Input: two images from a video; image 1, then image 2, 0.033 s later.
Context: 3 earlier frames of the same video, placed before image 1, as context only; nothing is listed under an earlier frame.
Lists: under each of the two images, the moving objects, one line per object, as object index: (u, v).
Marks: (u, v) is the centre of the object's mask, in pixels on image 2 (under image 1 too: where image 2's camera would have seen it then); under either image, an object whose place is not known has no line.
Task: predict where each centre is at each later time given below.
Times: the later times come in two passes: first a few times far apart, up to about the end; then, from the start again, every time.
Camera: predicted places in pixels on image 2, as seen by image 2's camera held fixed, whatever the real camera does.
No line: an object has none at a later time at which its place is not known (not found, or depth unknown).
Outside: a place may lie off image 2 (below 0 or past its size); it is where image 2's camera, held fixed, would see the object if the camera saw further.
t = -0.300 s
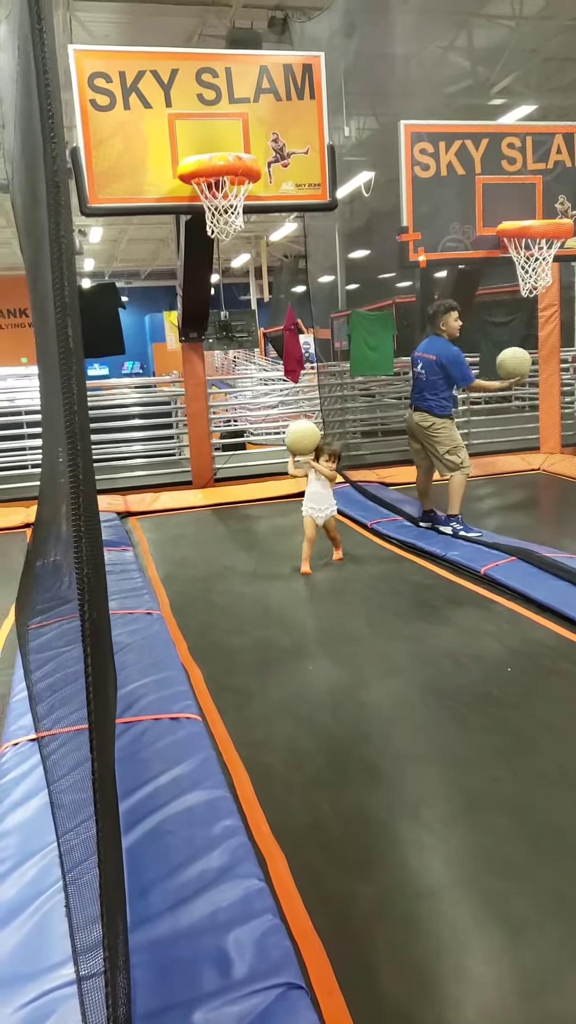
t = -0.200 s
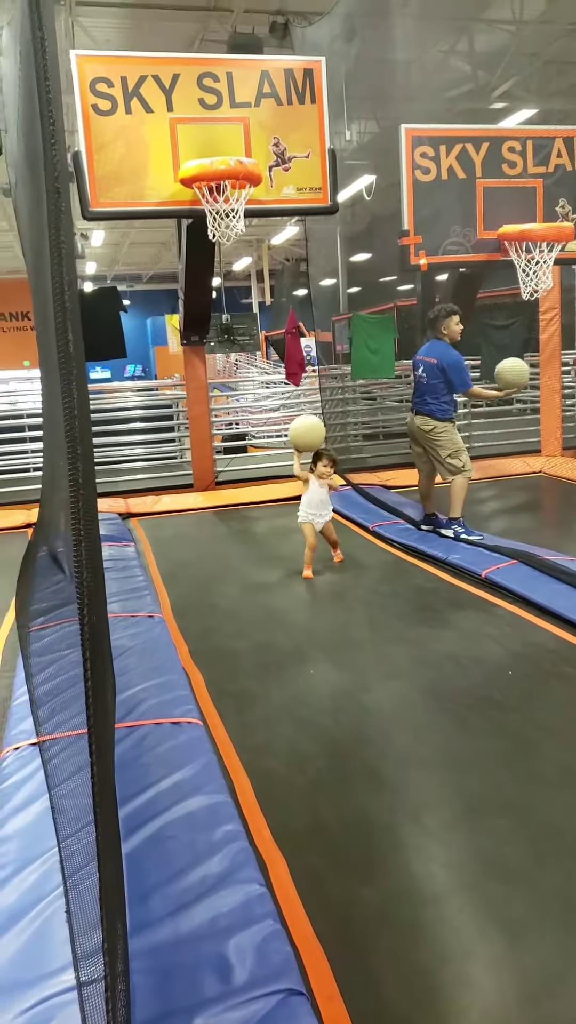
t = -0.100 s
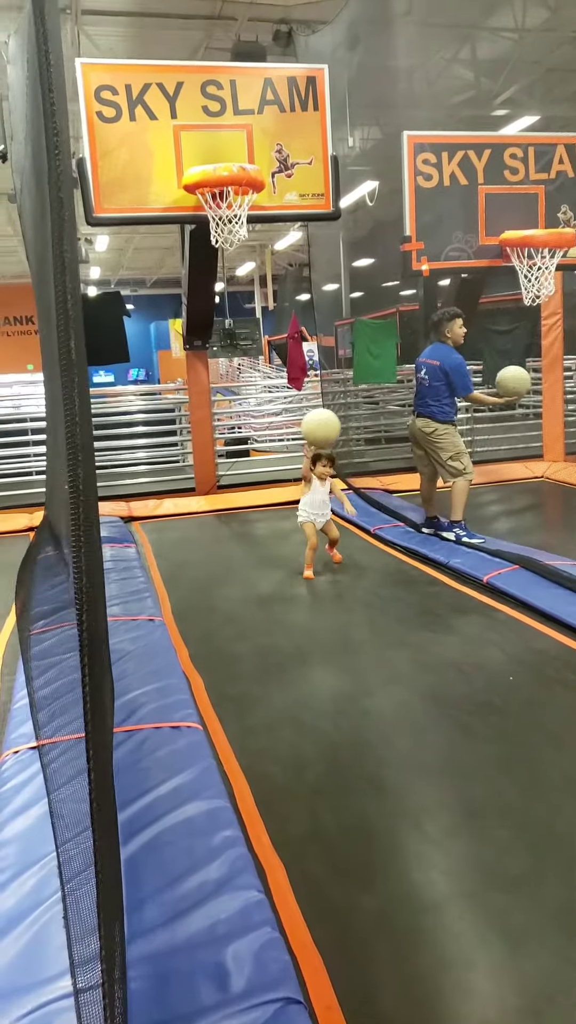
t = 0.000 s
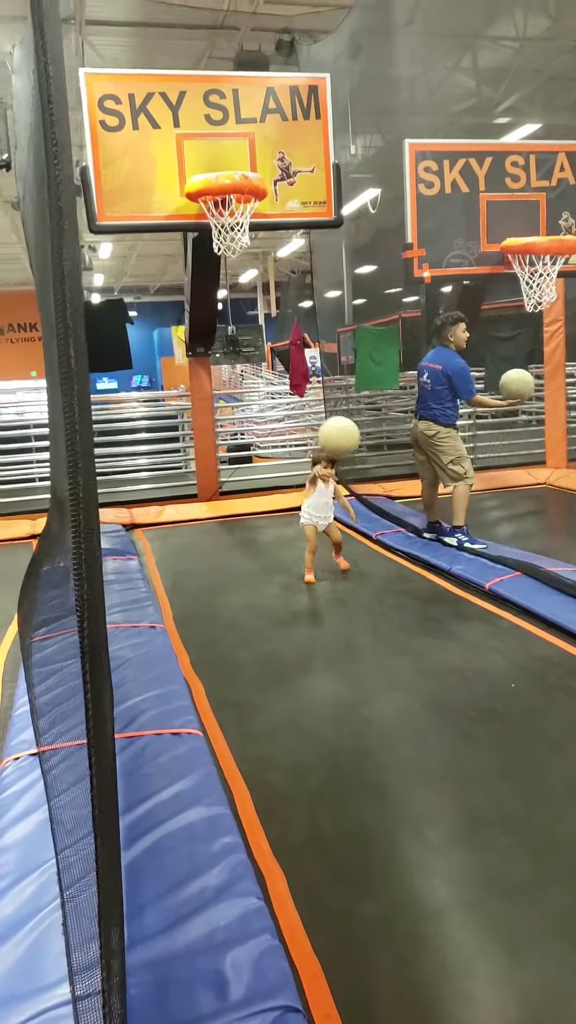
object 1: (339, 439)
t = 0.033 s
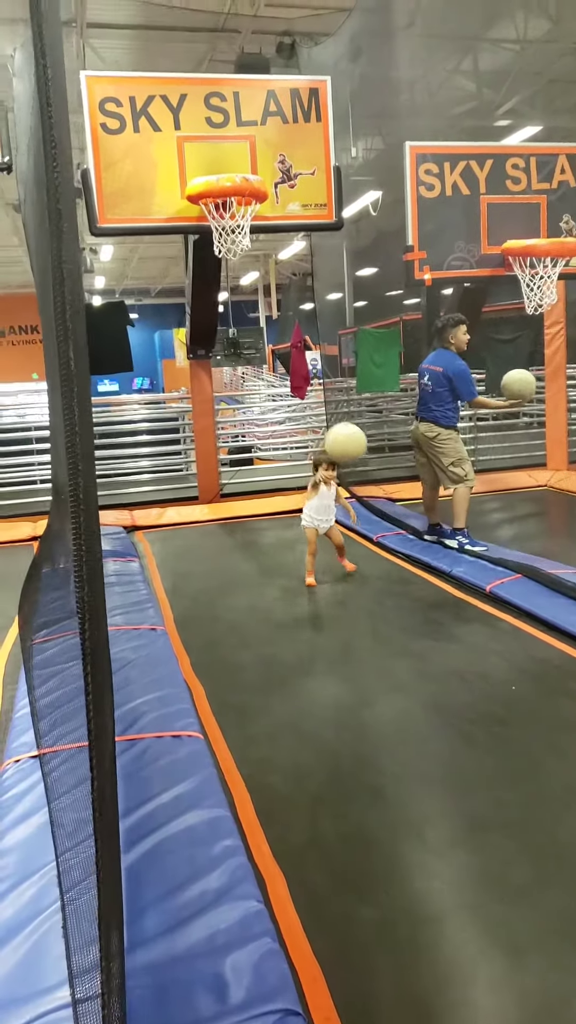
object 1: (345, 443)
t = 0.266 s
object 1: (396, 535)
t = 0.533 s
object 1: (438, 564)
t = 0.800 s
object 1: (473, 583)
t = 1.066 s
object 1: (516, 625)
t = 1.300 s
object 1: (547, 676)
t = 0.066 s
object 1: (352, 449)
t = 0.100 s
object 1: (358, 459)
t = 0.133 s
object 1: (365, 468)
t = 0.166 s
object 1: (372, 482)
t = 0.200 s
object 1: (380, 497)
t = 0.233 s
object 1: (387, 516)
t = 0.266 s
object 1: (396, 535)
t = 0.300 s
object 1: (403, 558)
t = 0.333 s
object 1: (412, 584)
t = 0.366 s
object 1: (420, 612)
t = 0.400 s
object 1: (423, 607)
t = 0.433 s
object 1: (427, 592)
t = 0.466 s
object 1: (430, 581)
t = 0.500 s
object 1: (433, 572)
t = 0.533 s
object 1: (438, 564)
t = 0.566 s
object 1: (441, 559)
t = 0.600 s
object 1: (445, 556)
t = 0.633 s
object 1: (449, 555)
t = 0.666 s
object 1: (453, 556)
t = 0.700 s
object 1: (458, 559)
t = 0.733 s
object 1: (463, 565)
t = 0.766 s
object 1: (468, 572)
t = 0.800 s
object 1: (473, 583)
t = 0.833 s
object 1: (478, 596)
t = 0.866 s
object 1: (484, 612)
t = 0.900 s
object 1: (490, 631)
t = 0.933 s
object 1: (496, 649)
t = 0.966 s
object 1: (501, 643)
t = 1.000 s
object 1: (506, 634)
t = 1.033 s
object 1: (511, 628)
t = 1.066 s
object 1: (516, 625)
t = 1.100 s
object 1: (521, 625)
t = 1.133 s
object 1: (527, 626)
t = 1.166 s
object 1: (531, 631)
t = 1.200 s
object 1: (535, 638)
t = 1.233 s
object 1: (539, 647)
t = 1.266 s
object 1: (543, 661)
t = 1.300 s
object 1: (547, 676)
